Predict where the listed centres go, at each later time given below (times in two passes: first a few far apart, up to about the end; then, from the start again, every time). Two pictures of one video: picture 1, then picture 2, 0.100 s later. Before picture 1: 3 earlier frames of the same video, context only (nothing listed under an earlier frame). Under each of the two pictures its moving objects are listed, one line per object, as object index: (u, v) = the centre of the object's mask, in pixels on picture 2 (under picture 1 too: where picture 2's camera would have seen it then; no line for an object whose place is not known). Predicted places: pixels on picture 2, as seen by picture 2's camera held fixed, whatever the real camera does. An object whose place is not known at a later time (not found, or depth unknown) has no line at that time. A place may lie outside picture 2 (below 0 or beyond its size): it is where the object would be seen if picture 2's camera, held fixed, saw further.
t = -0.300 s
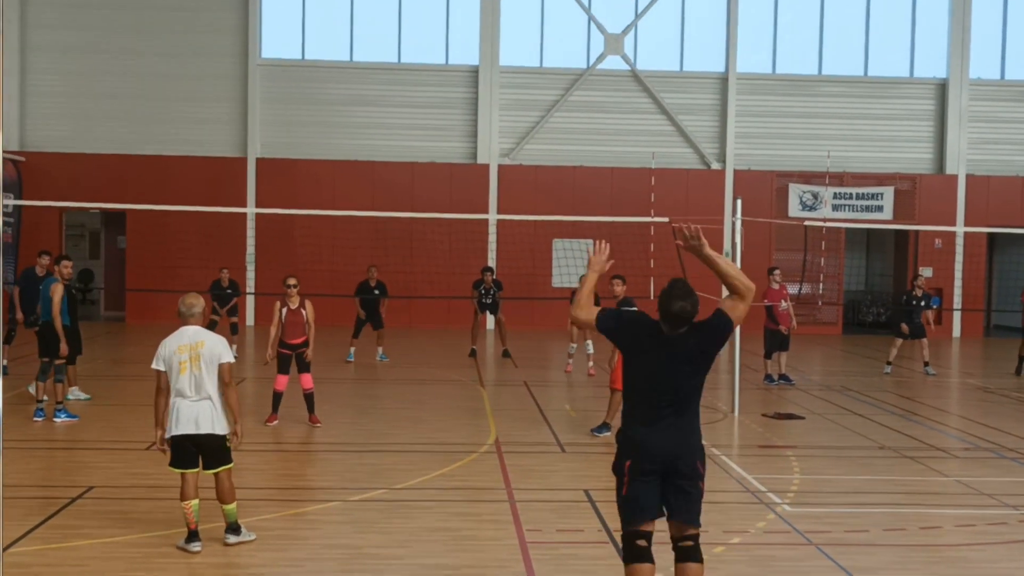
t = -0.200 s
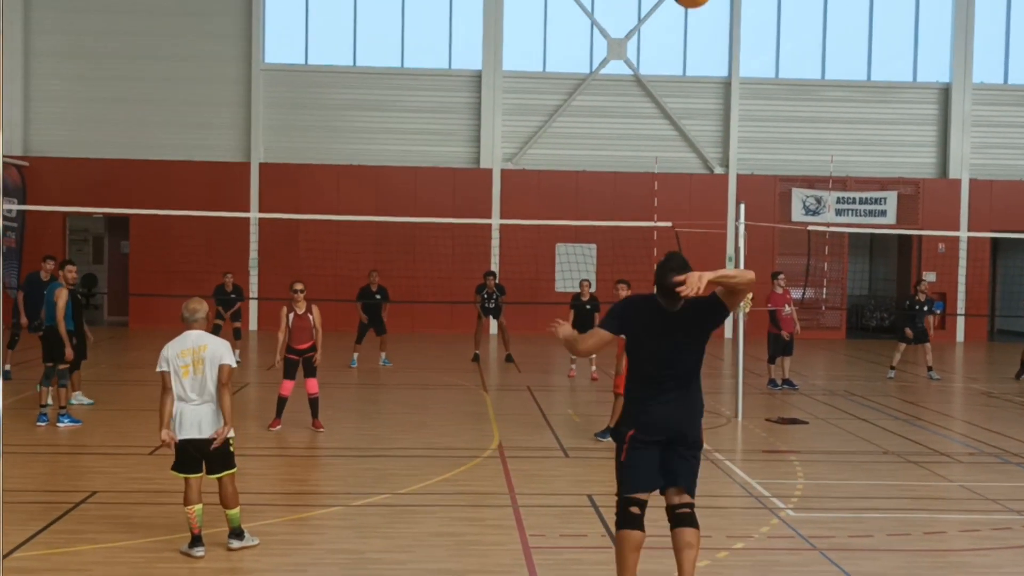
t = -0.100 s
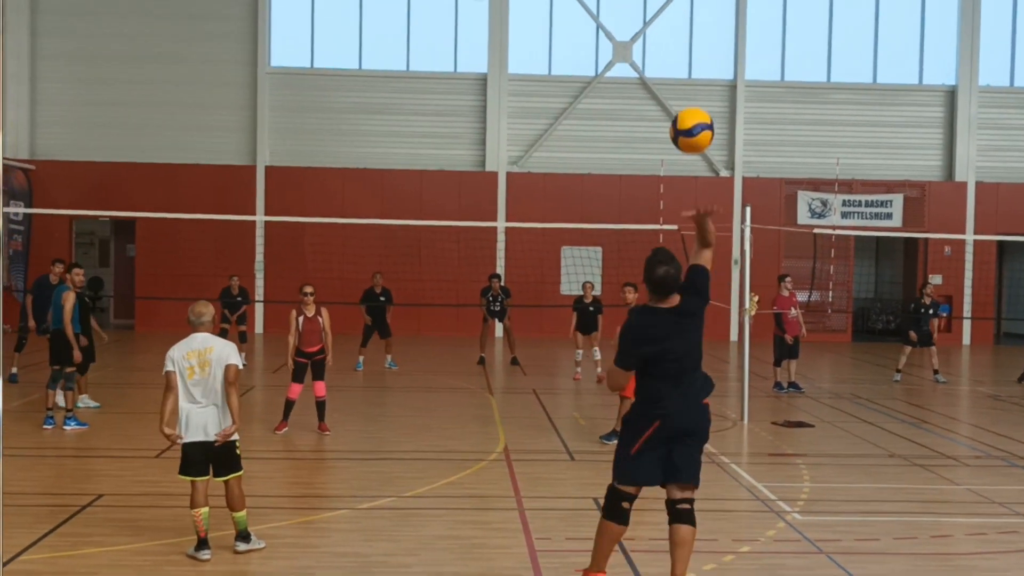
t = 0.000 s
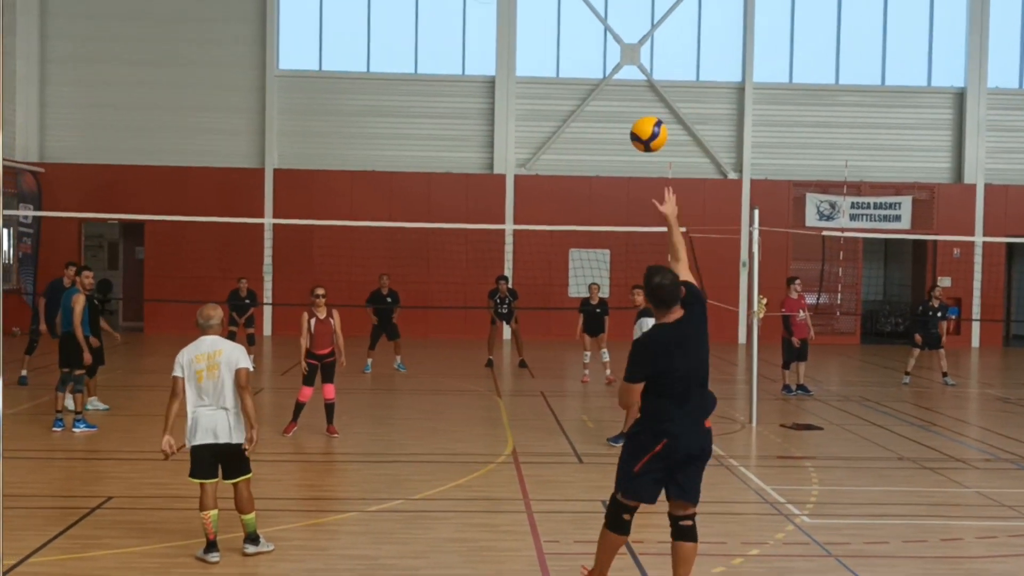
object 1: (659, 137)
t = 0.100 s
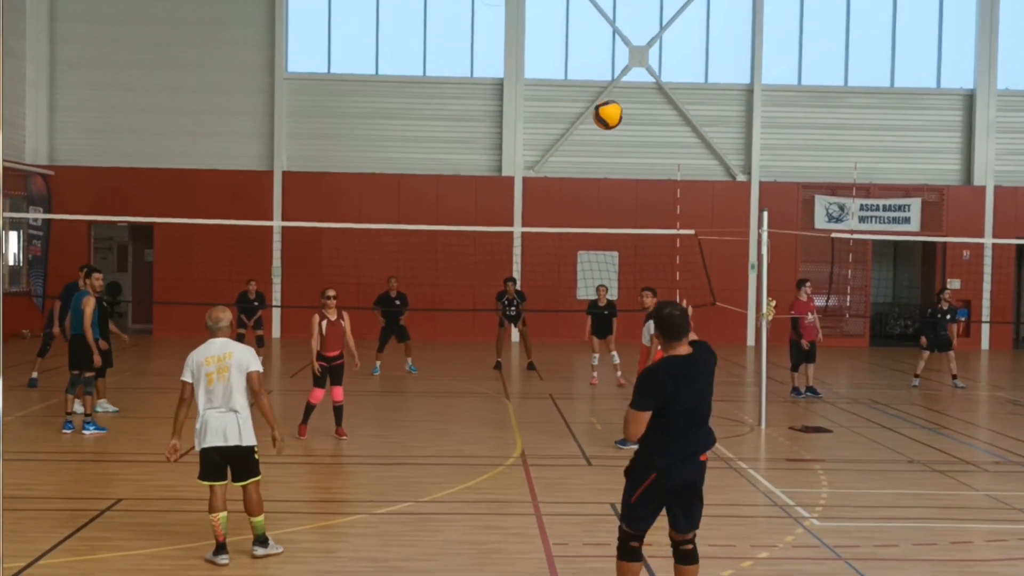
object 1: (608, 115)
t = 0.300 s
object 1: (548, 130)
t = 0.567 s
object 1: (504, 200)
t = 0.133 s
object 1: (595, 113)
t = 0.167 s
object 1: (584, 114)
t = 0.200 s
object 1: (573, 116)
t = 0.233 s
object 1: (564, 119)
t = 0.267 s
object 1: (556, 124)
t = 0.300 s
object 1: (548, 130)
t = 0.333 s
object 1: (541, 137)
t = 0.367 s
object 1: (535, 144)
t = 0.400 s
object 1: (529, 152)
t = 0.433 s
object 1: (523, 161)
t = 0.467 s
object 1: (518, 170)
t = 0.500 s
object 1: (513, 180)
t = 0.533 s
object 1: (509, 190)
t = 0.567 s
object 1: (504, 200)
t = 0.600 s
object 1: (499, 211)
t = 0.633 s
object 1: (495, 221)
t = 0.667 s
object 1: (490, 236)
